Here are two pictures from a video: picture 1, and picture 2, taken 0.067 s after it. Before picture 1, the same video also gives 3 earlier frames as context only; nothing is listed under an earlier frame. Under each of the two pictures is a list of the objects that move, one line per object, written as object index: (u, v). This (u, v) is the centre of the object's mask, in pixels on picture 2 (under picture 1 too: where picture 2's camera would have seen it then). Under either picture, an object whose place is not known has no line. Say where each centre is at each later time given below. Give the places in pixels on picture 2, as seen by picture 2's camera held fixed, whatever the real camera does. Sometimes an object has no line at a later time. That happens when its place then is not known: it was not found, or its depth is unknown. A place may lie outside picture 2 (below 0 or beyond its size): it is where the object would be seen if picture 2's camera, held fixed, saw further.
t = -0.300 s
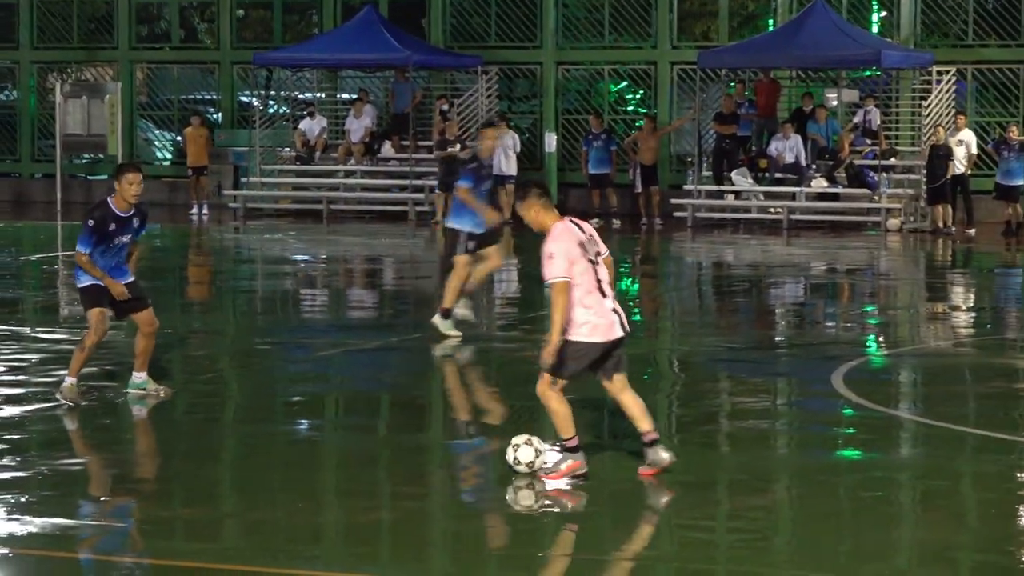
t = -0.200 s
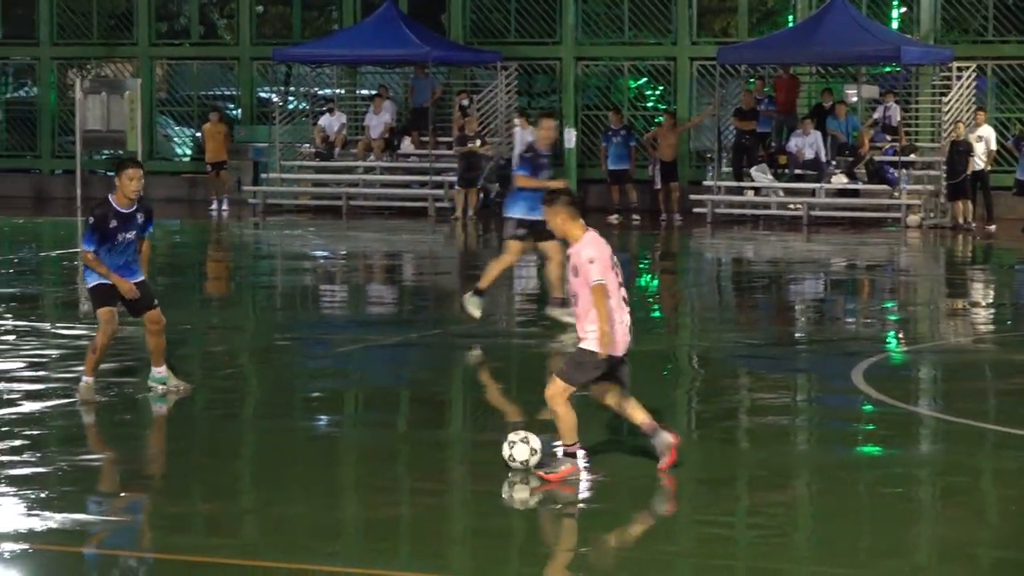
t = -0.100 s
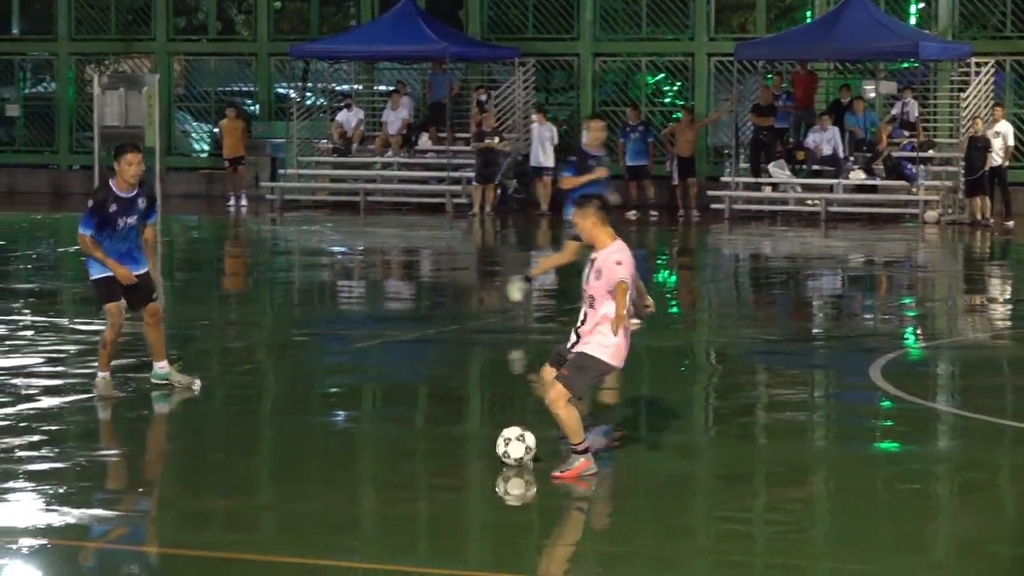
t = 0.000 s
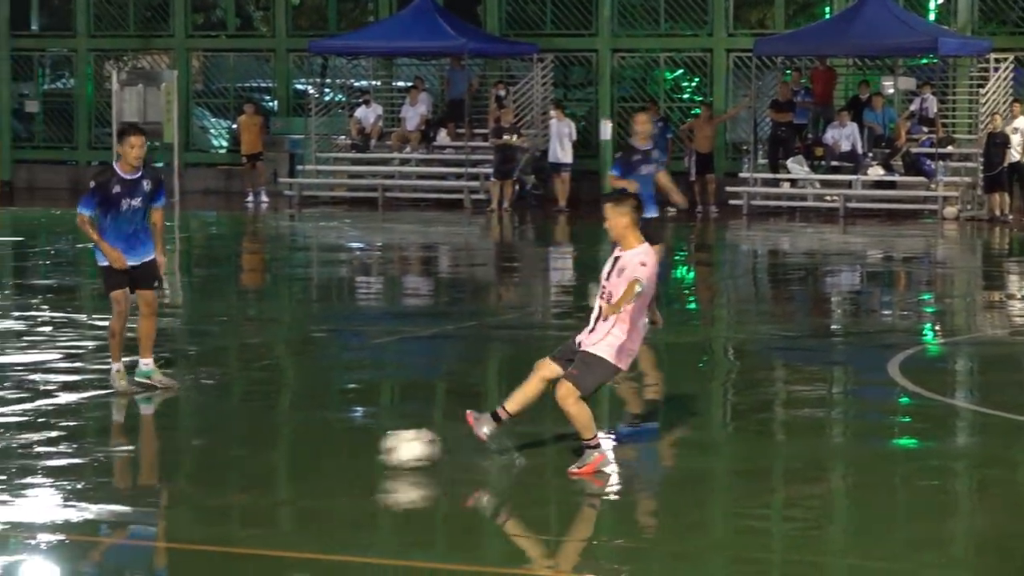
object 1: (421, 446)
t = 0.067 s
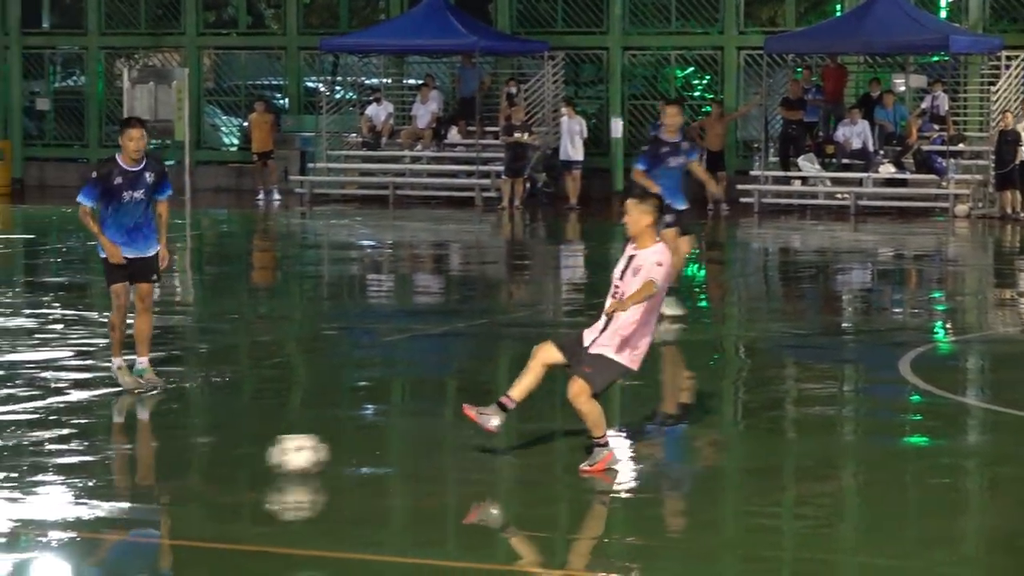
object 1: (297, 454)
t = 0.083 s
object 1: (266, 456)
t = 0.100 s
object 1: (235, 457)
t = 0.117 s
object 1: (204, 460)
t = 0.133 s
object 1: (173, 462)
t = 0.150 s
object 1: (142, 463)
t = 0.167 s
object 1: (109, 465)
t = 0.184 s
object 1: (81, 467)
